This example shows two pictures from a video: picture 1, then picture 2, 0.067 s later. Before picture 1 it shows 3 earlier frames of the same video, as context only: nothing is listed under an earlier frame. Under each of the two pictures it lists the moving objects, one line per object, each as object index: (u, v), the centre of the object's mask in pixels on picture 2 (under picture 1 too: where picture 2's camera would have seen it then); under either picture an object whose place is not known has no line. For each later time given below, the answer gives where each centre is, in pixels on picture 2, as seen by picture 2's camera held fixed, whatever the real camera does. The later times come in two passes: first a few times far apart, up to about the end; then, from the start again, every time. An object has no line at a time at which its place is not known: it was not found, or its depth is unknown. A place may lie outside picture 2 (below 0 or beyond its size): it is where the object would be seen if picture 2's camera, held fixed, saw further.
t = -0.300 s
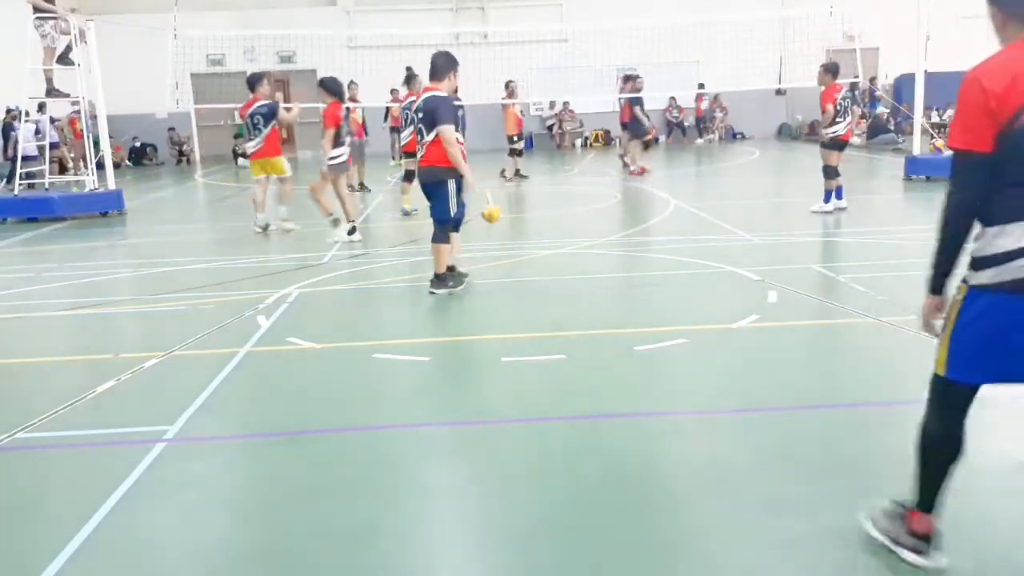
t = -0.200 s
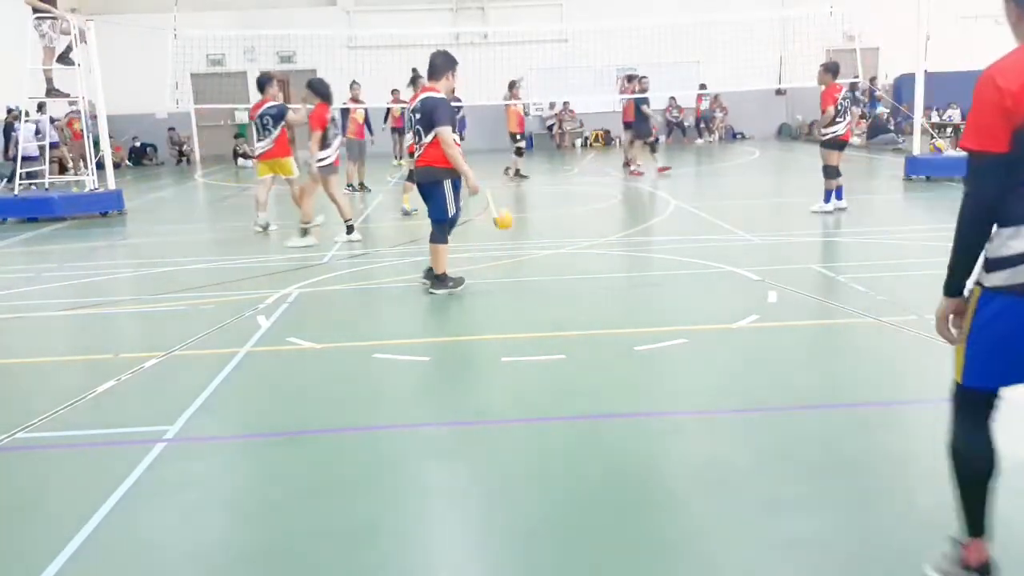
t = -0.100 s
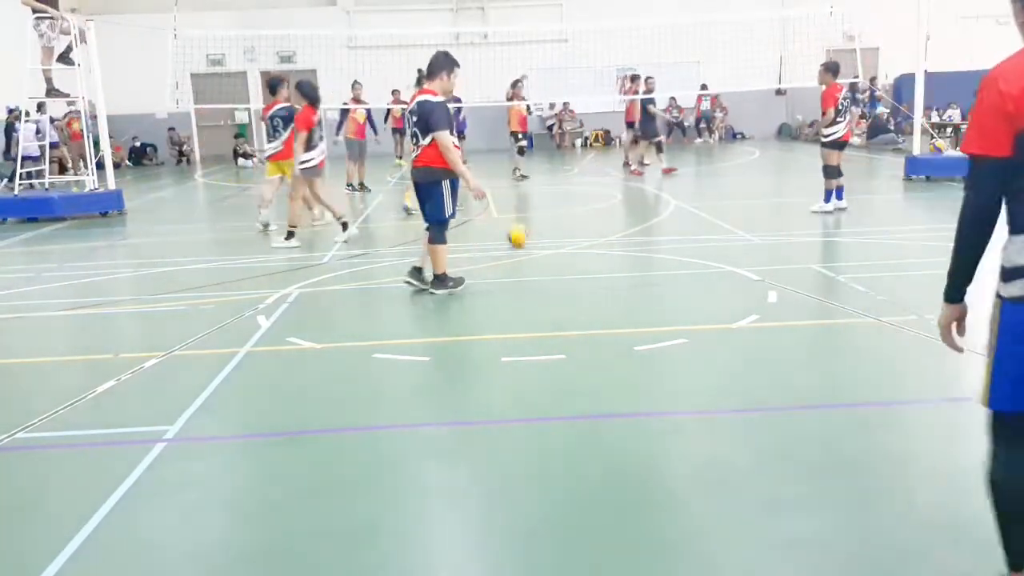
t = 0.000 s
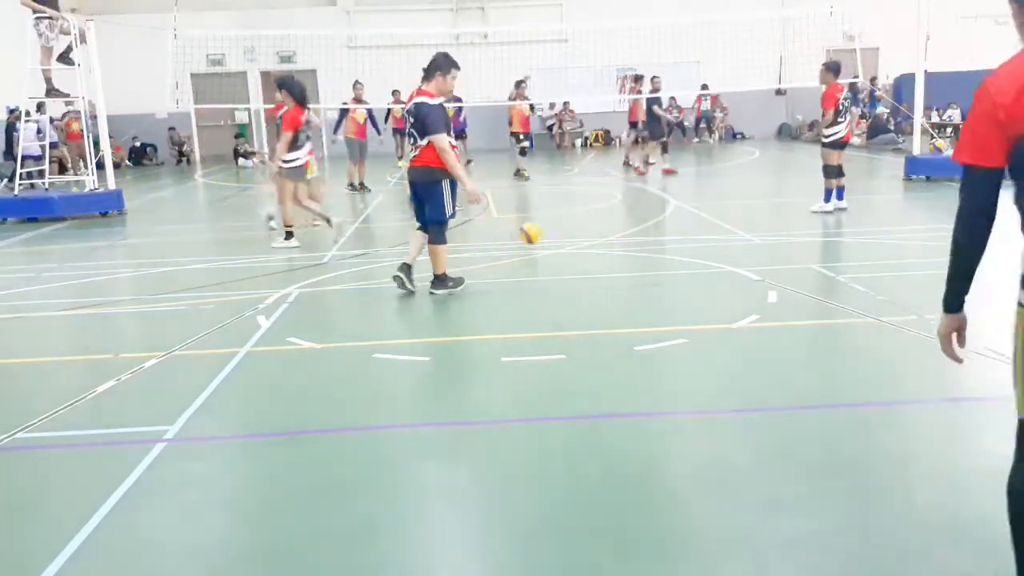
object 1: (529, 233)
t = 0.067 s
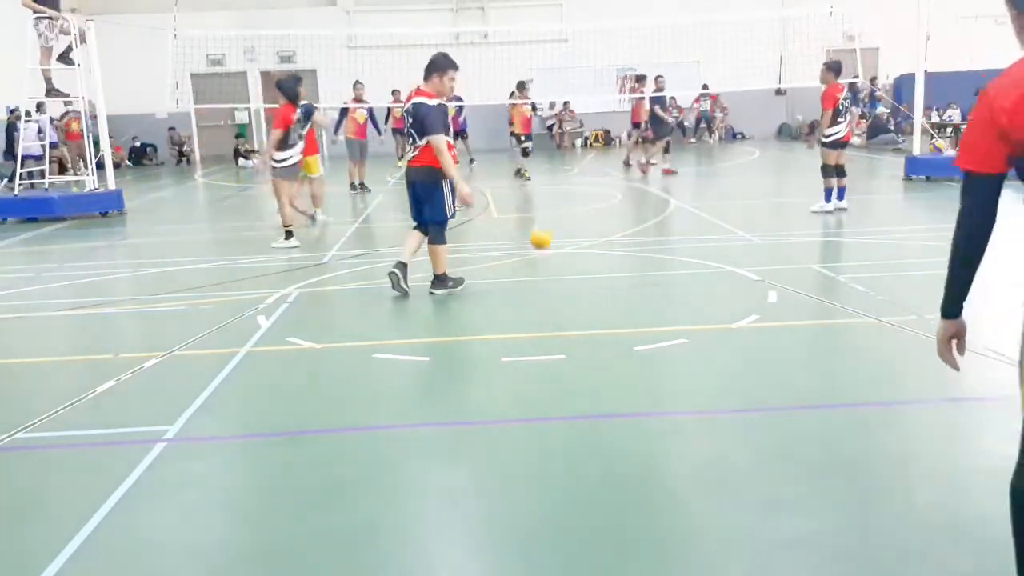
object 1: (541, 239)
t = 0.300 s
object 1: (585, 262)
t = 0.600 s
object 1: (671, 302)
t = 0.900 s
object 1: (815, 378)
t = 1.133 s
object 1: (1003, 474)
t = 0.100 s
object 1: (548, 244)
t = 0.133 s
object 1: (553, 249)
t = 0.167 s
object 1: (559, 257)
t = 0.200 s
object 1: (565, 261)
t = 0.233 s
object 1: (571, 259)
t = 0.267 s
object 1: (578, 259)
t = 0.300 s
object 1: (585, 262)
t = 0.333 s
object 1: (594, 265)
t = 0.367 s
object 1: (601, 269)
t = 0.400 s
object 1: (612, 274)
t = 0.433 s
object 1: (620, 287)
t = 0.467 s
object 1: (630, 295)
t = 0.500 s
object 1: (639, 294)
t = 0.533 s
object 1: (649, 294)
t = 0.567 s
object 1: (660, 298)
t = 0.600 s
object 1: (671, 302)
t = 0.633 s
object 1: (684, 309)
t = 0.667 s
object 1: (697, 319)
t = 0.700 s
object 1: (711, 335)
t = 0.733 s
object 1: (727, 341)
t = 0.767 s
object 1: (742, 341)
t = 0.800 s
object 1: (758, 346)
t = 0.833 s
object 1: (776, 354)
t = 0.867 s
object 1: (794, 364)
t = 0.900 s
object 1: (815, 378)
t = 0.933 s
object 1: (838, 397)
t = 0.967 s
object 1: (861, 408)
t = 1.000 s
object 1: (884, 413)
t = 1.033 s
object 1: (910, 420)
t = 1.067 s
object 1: (940, 435)
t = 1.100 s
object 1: (975, 455)
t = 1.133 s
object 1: (1003, 474)
